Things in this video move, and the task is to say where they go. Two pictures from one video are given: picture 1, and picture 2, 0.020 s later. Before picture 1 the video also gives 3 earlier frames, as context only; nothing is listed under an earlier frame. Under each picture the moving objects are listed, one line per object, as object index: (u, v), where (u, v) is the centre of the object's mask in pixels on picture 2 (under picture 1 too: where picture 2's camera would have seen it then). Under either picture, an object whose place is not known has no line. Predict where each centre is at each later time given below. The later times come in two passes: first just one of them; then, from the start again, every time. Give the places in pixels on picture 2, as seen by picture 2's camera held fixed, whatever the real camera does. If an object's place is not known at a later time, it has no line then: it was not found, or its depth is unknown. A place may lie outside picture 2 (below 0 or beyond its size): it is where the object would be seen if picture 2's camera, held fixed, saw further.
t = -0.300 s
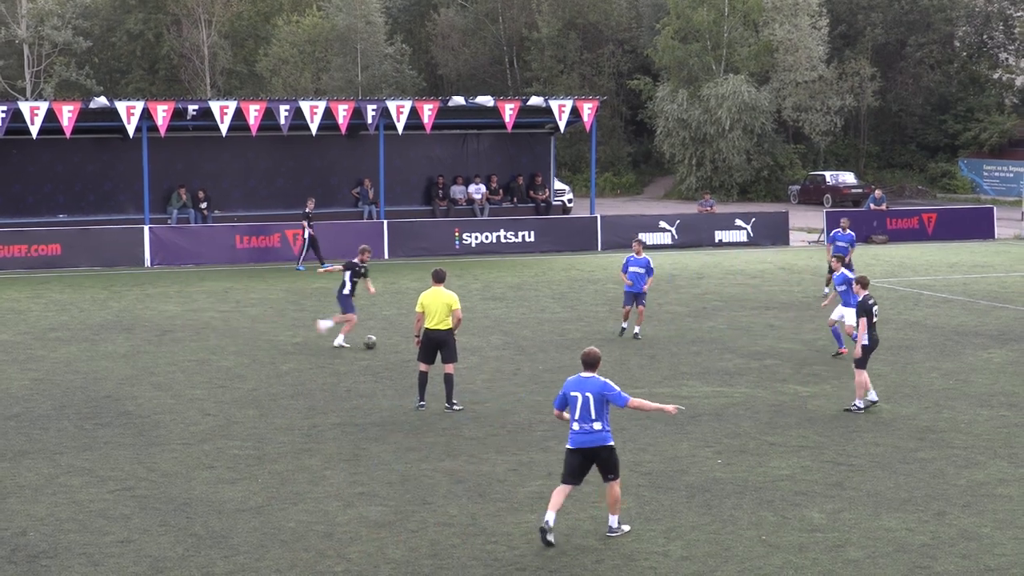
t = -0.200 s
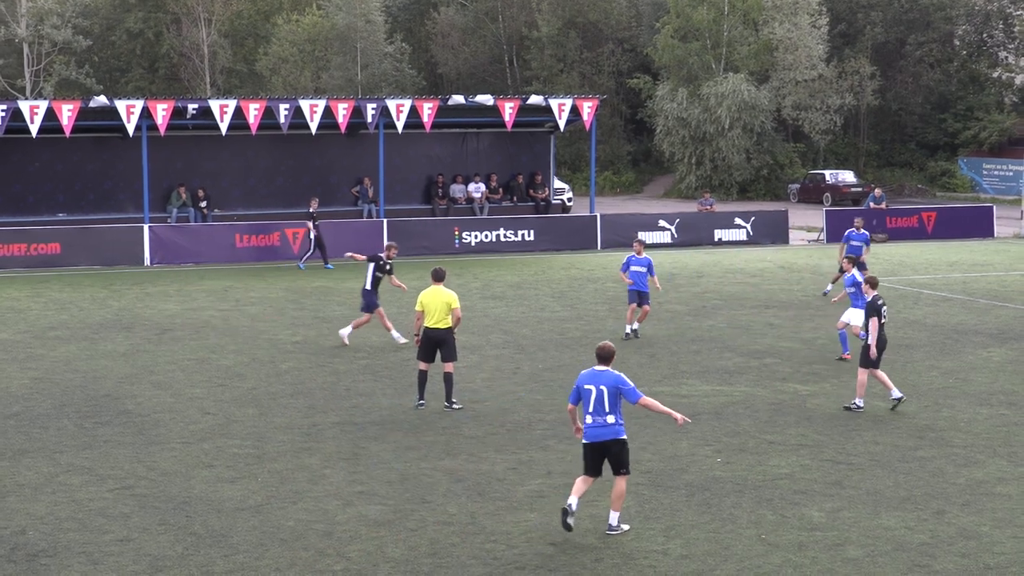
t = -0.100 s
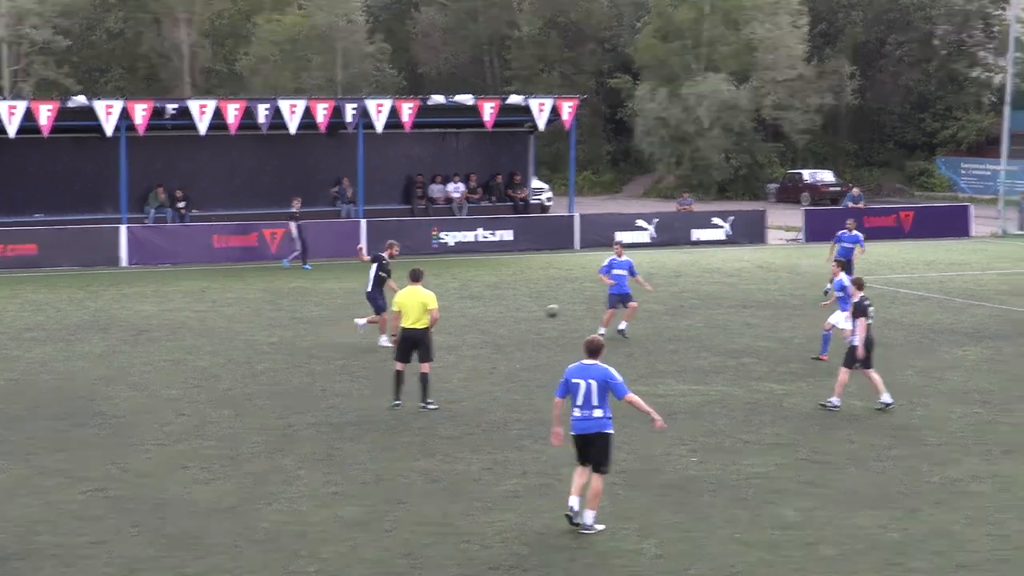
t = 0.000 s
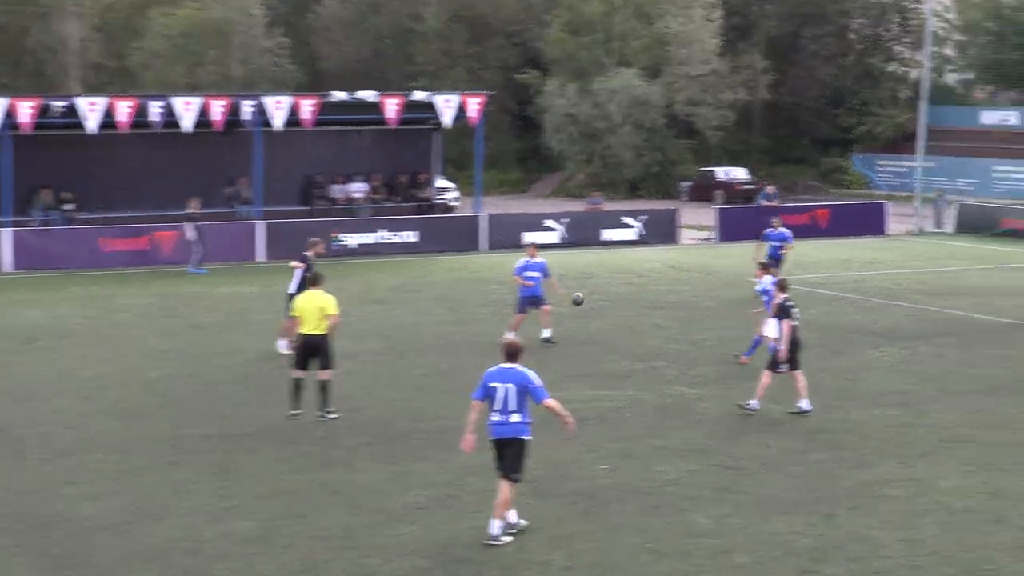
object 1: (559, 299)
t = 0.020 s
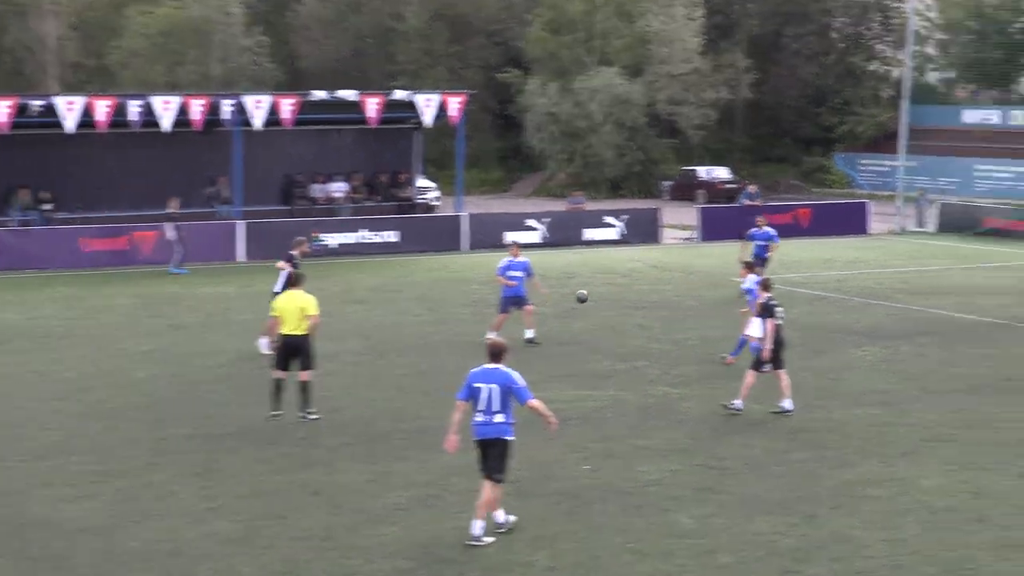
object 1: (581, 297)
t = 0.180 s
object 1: (747, 284)
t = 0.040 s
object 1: (603, 294)
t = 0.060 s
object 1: (625, 291)
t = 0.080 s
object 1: (647, 289)
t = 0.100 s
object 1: (669, 287)
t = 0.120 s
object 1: (689, 286)
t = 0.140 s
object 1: (709, 284)
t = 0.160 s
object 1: (728, 285)
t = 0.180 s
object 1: (747, 284)
